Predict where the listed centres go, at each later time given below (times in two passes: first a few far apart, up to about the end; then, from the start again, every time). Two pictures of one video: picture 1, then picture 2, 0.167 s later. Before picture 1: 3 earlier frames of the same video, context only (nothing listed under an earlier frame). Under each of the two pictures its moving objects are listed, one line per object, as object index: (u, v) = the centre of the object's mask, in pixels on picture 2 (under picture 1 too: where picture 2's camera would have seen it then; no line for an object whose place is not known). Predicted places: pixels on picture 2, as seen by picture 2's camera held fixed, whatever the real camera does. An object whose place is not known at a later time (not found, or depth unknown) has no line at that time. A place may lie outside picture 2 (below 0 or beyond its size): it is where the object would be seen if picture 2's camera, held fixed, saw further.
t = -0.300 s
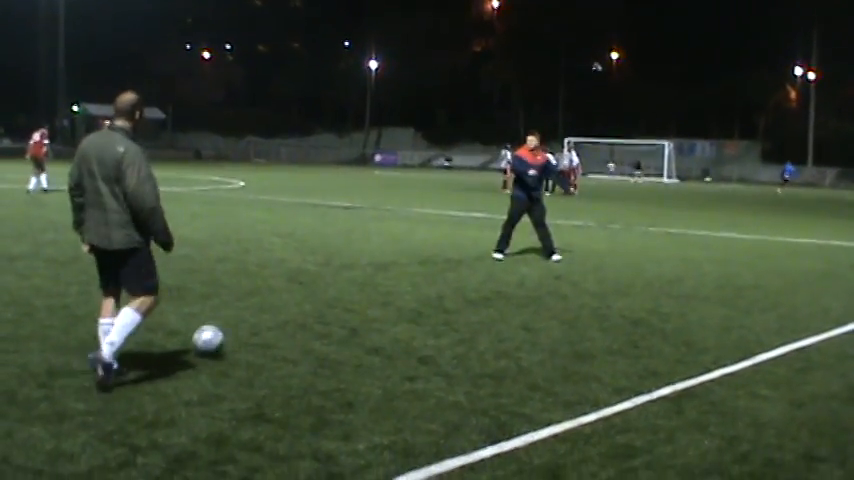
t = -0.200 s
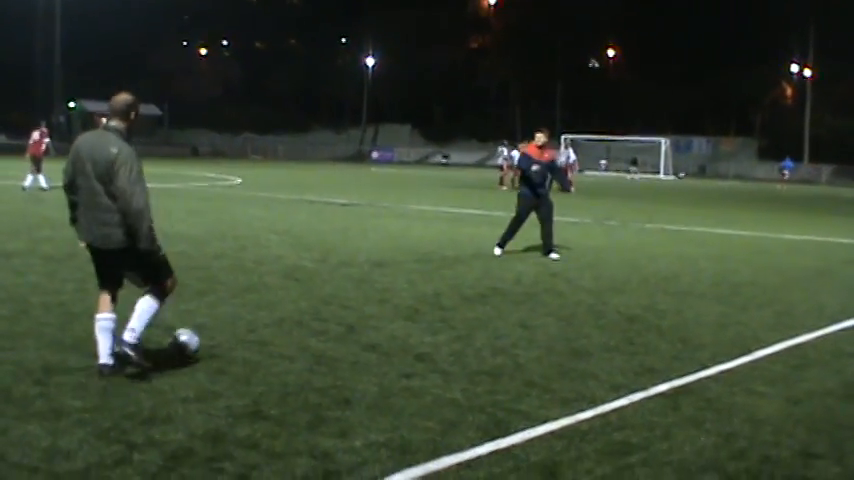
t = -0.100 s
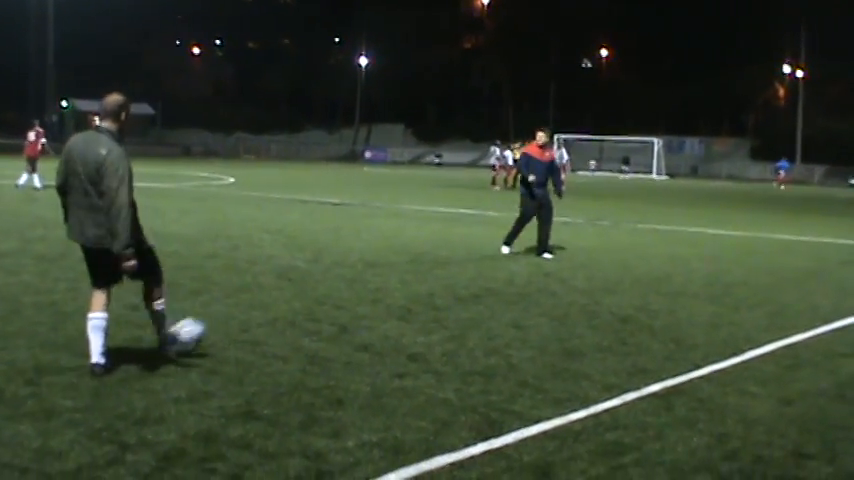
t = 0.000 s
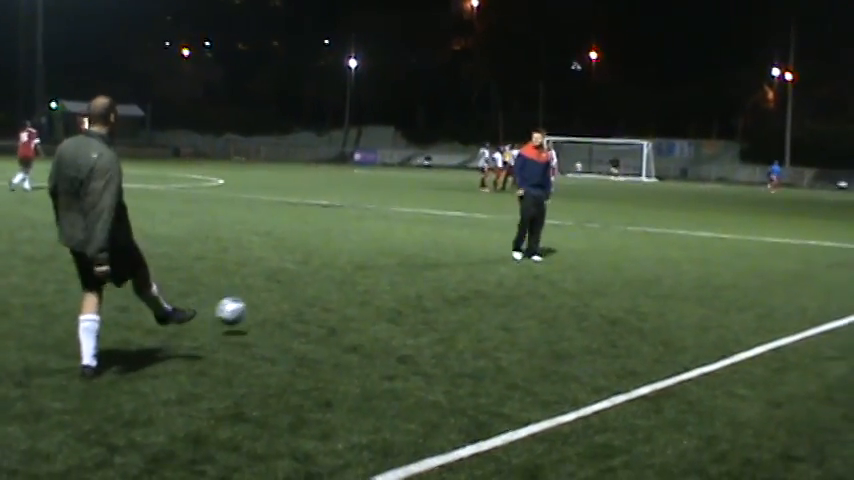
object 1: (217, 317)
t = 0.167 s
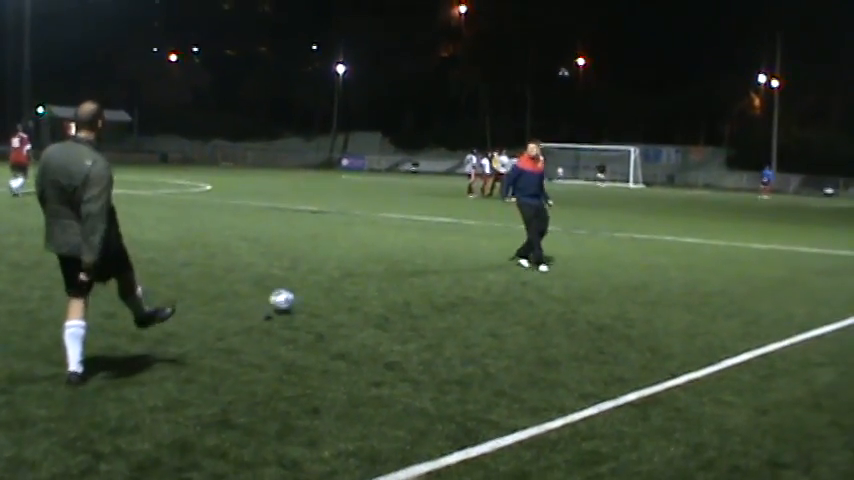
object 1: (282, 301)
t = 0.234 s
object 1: (300, 292)
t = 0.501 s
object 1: (351, 269)
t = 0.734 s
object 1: (378, 257)
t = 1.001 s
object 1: (400, 246)
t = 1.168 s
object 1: (409, 241)
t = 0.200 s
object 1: (291, 295)
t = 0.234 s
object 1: (300, 292)
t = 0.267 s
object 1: (307, 289)
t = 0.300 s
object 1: (315, 287)
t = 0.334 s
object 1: (322, 284)
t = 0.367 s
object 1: (328, 279)
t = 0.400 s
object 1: (334, 275)
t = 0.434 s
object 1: (340, 271)
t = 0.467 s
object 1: (346, 269)
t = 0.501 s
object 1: (351, 269)
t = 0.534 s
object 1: (356, 268)
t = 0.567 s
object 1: (360, 266)
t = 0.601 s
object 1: (364, 262)
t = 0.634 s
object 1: (368, 260)
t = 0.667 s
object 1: (372, 258)
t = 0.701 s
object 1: (375, 258)
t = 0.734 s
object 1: (378, 257)
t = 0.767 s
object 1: (382, 255)
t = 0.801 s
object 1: (385, 253)
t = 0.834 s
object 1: (388, 252)
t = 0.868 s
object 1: (391, 251)
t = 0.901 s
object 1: (393, 249)
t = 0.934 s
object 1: (395, 248)
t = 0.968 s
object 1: (398, 247)
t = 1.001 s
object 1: (400, 246)
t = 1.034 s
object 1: (403, 245)
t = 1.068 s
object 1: (404, 243)
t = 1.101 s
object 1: (406, 243)
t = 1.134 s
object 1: (408, 242)
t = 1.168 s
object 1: (409, 241)
